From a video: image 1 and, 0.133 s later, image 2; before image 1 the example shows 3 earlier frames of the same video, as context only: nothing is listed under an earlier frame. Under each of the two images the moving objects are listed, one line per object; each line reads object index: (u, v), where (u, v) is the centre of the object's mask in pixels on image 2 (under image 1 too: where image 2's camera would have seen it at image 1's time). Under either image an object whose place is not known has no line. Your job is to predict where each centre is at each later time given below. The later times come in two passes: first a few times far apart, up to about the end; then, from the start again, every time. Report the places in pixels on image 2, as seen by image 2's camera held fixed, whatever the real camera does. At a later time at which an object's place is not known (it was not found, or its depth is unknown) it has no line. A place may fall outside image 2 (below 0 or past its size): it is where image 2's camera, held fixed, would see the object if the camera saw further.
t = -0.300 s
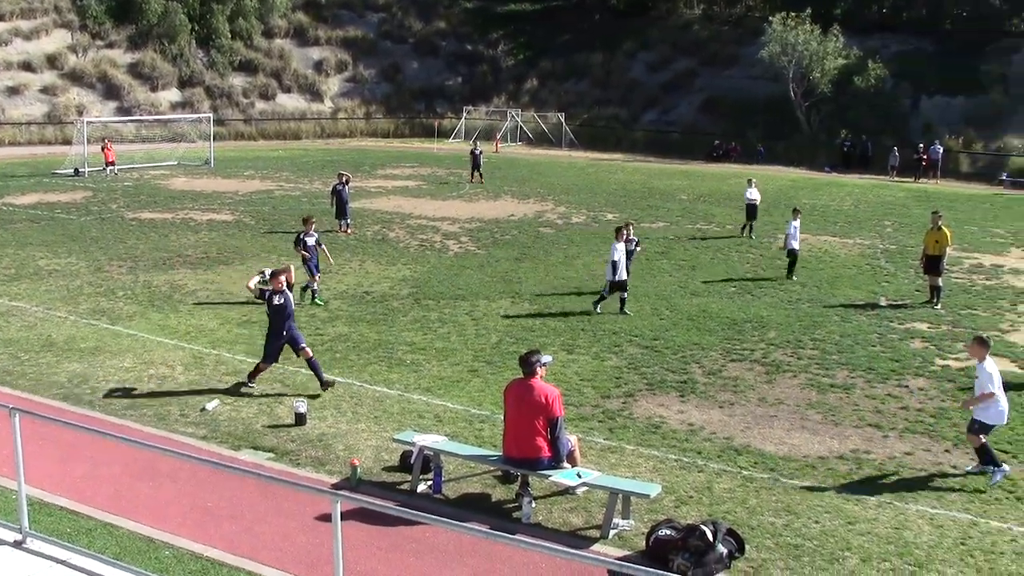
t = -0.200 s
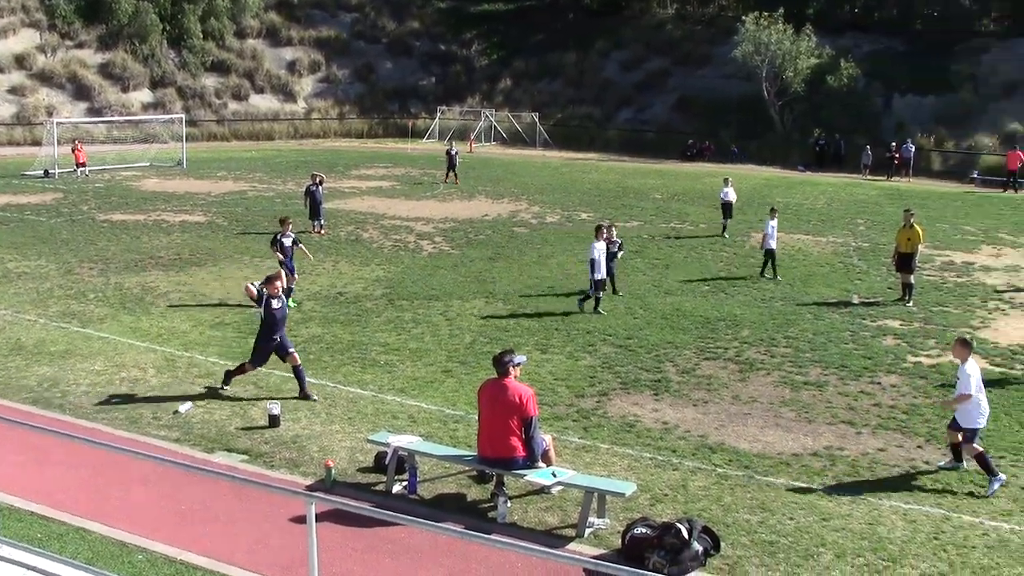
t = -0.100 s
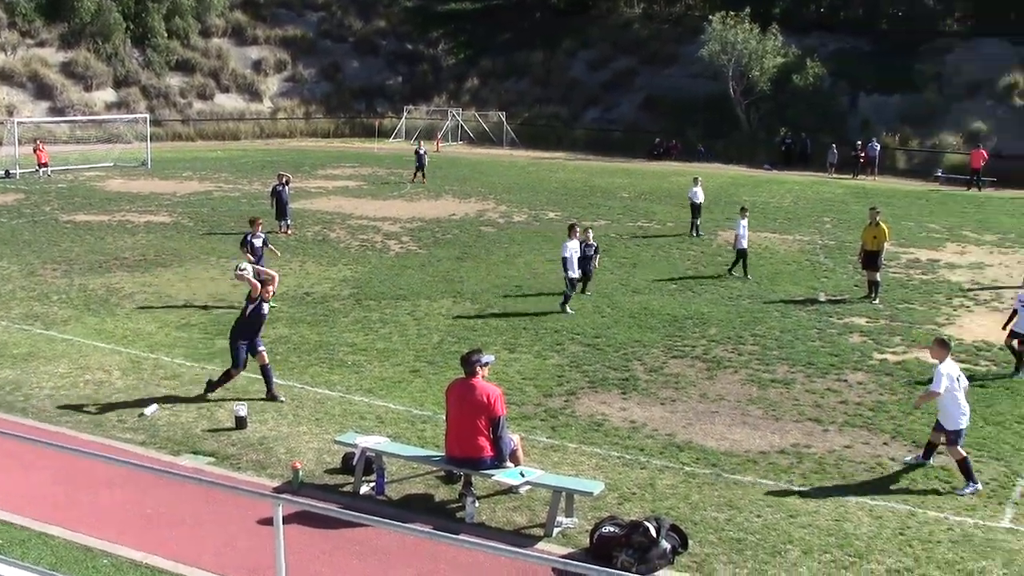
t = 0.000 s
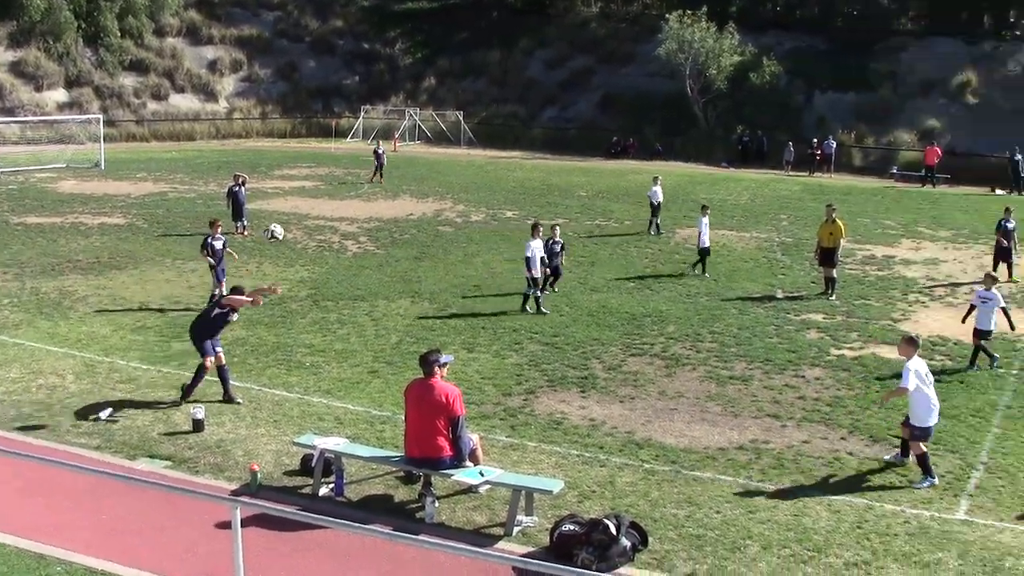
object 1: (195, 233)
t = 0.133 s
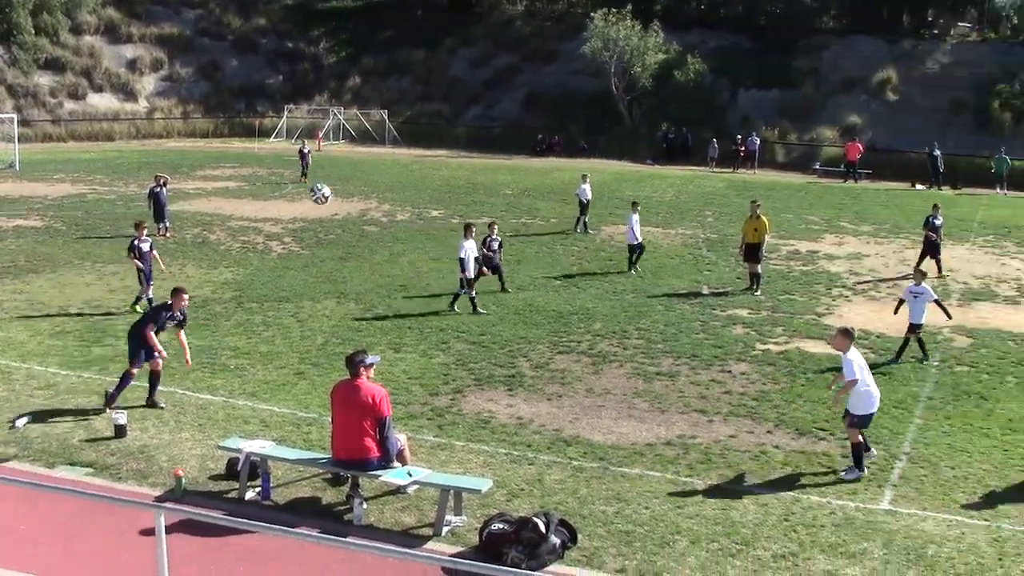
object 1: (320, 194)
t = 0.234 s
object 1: (420, 174)
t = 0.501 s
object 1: (700, 167)
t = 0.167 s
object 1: (354, 187)
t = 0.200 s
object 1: (387, 180)
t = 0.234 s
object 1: (420, 174)
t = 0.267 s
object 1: (453, 169)
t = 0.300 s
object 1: (487, 165)
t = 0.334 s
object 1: (522, 163)
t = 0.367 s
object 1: (557, 162)
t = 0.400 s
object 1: (592, 161)
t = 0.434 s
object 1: (628, 162)
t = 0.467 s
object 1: (663, 164)
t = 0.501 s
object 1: (700, 167)
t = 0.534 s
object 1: (736, 171)
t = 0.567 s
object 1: (774, 177)
